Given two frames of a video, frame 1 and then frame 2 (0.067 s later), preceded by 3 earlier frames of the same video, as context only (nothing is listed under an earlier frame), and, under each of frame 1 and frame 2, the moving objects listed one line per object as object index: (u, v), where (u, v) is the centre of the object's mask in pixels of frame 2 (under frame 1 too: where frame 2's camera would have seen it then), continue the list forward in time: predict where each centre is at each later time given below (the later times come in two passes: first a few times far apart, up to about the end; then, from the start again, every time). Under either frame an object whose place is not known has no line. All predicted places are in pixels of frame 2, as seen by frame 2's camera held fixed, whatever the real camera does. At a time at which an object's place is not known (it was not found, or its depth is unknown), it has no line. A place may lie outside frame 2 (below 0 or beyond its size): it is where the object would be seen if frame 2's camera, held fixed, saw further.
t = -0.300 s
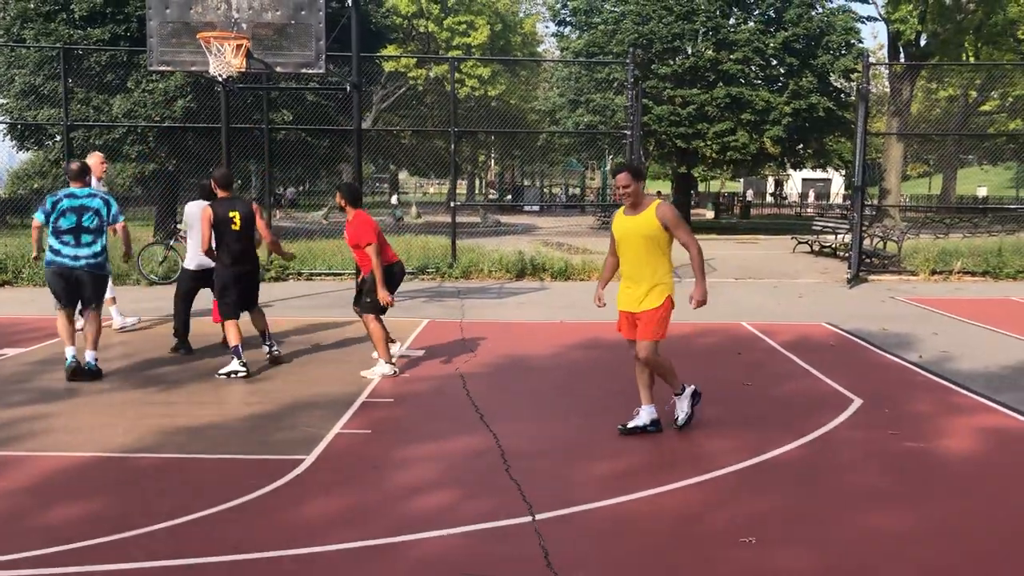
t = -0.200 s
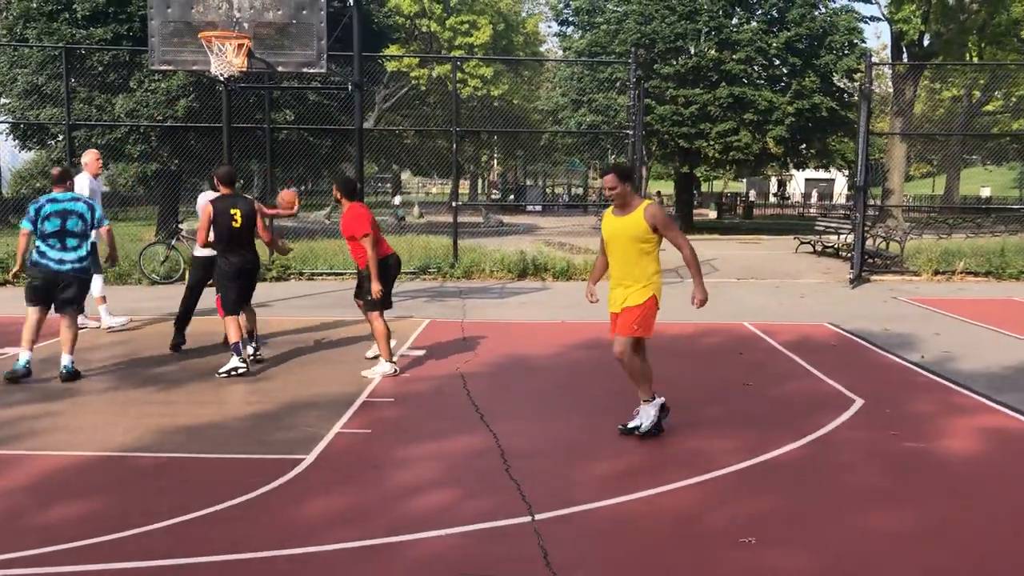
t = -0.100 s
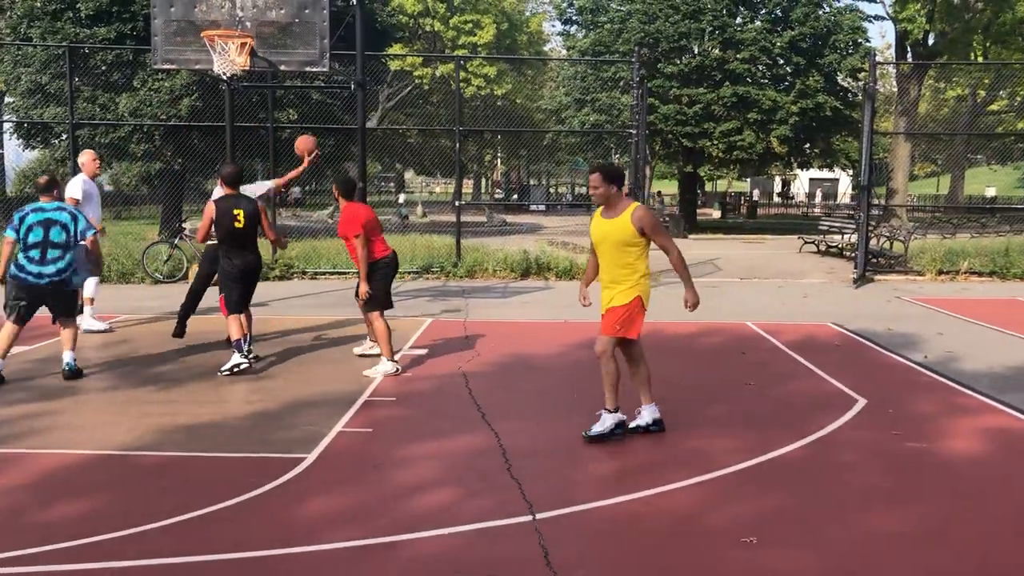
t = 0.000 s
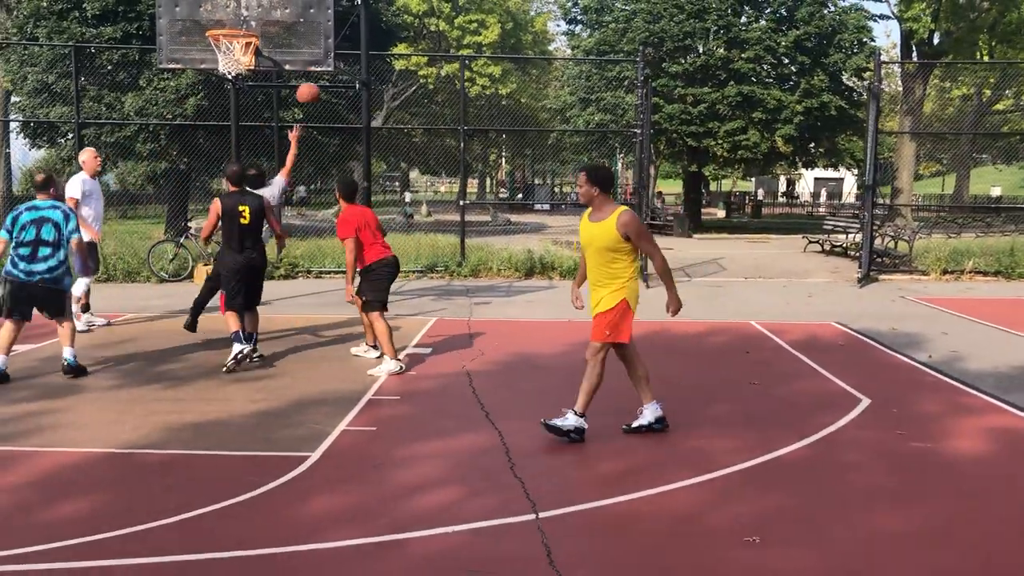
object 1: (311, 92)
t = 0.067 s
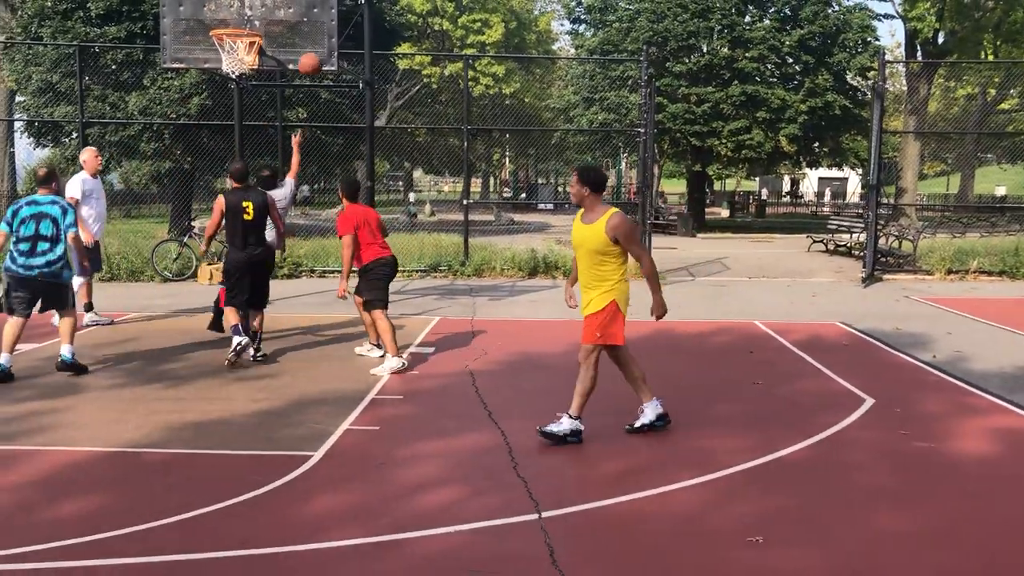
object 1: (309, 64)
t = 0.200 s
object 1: (305, 20)
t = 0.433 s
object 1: (283, 9)
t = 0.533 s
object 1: (271, 22)
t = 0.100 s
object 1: (308, 51)
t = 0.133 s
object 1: (308, 40)
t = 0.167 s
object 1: (306, 29)
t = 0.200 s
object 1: (305, 20)
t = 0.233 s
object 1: (305, 13)
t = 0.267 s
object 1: (301, 10)
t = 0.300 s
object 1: (299, 9)
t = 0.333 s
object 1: (295, 8)
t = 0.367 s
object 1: (291, 7)
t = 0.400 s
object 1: (288, 7)
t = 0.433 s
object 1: (283, 9)
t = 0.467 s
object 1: (280, 13)
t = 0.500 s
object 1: (276, 17)
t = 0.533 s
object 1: (271, 22)
